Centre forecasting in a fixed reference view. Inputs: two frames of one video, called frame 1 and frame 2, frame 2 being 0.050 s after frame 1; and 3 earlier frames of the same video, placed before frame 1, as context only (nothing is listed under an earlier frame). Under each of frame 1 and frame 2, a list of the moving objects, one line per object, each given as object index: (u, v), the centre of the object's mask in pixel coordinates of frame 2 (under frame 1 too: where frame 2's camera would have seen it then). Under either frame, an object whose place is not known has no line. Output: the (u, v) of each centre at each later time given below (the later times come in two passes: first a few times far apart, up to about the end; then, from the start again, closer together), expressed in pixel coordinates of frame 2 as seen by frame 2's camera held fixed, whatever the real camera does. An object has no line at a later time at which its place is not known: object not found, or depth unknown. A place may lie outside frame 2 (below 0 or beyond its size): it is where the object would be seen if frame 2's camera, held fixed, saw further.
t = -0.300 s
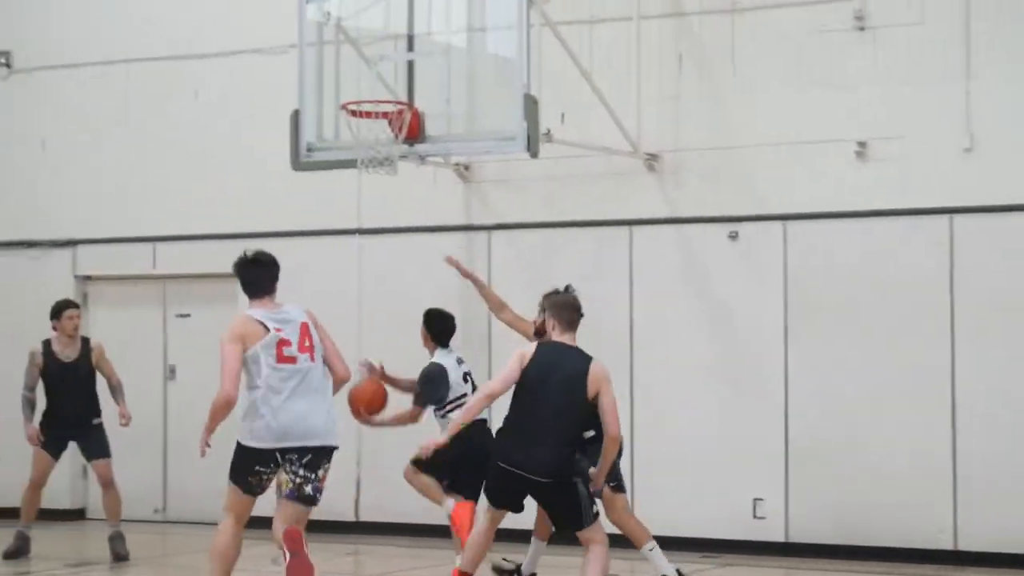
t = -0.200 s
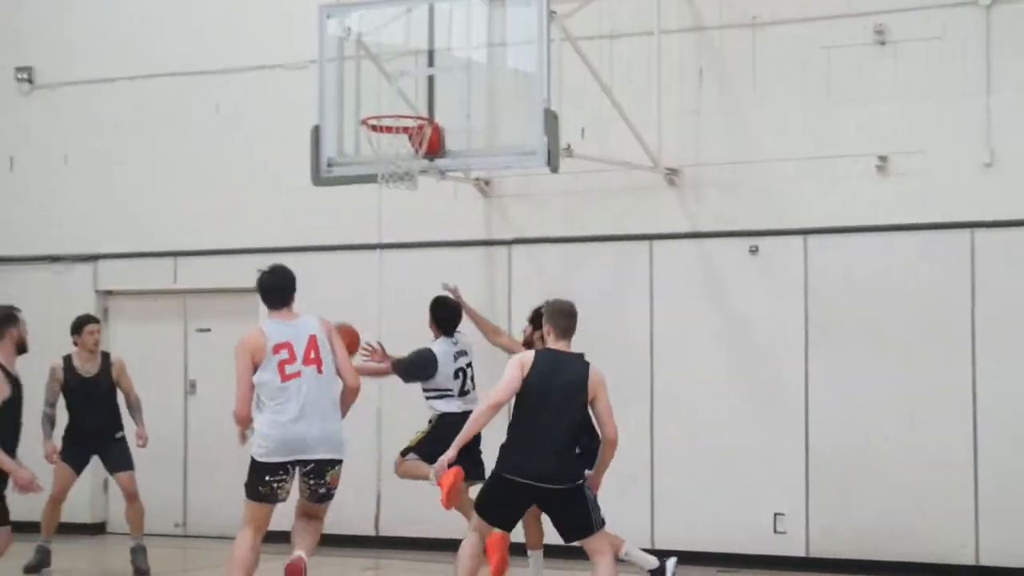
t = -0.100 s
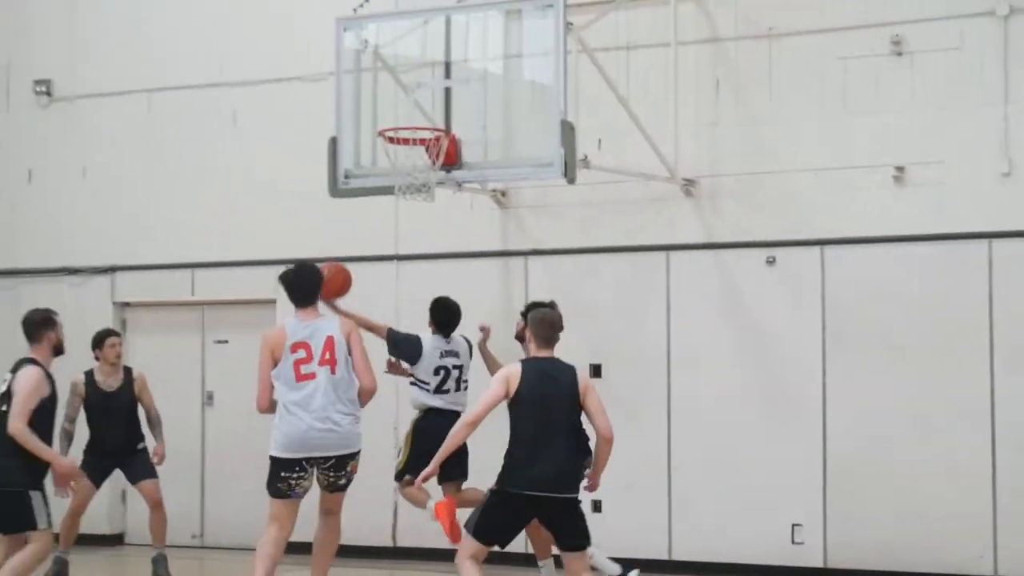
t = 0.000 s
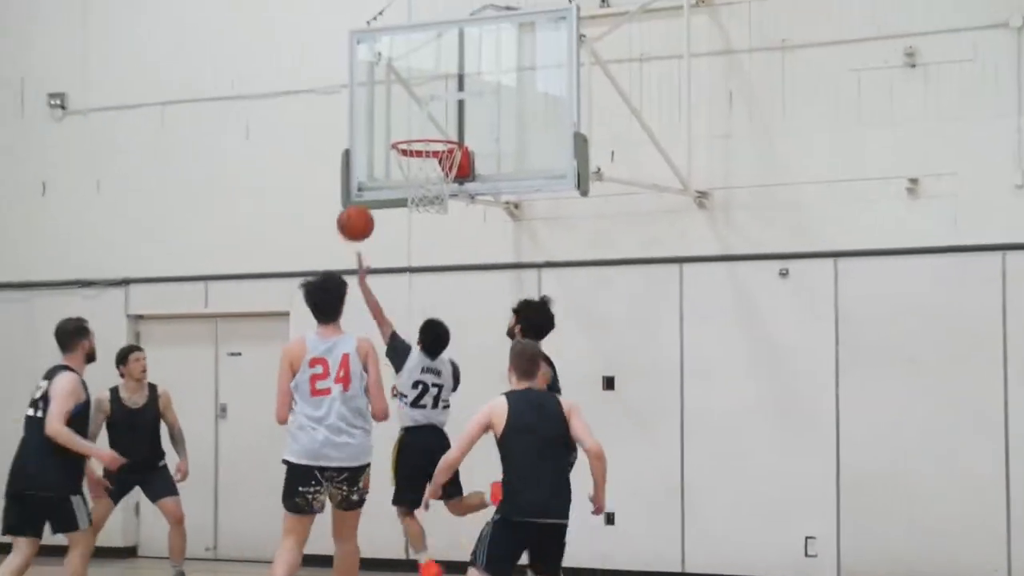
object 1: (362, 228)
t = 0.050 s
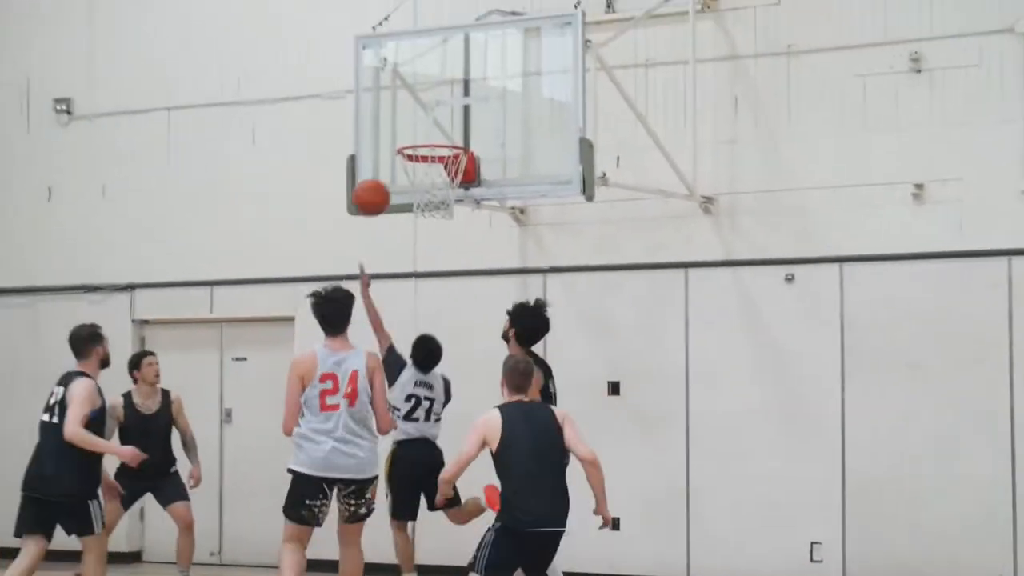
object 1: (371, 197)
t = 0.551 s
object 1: (437, 109)
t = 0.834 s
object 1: (447, 138)
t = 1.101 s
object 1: (423, 147)
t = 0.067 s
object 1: (375, 188)
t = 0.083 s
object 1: (378, 179)
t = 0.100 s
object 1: (381, 171)
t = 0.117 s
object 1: (385, 163)
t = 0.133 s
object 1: (388, 156)
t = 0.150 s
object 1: (391, 149)
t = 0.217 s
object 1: (405, 126)
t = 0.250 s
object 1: (412, 117)
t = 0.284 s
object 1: (418, 110)
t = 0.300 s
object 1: (421, 107)
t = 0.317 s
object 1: (424, 104)
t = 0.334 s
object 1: (427, 102)
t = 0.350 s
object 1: (430, 100)
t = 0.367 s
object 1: (433, 100)
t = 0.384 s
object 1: (437, 99)
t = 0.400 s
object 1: (439, 98)
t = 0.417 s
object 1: (442, 98)
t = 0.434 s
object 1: (445, 98)
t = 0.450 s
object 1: (448, 99)
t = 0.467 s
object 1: (451, 100)
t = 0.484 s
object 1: (451, 102)
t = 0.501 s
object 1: (447, 103)
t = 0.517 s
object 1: (444, 105)
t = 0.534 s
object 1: (441, 107)
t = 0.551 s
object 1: (437, 109)
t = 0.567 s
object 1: (434, 113)
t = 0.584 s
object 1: (431, 116)
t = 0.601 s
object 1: (428, 120)
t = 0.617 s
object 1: (424, 124)
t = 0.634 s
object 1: (421, 128)
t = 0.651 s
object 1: (417, 134)
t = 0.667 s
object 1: (415, 138)
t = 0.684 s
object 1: (416, 139)
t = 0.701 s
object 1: (421, 139)
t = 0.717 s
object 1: (425, 138)
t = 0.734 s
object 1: (430, 138)
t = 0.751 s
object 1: (435, 136)
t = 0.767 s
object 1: (440, 137)
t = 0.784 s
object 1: (445, 139)
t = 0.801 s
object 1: (449, 139)
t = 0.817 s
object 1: (449, 140)
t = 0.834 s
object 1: (447, 138)
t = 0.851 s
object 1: (445, 139)
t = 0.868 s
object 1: (443, 138)
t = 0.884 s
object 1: (440, 139)
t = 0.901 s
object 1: (438, 139)
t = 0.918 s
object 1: (436, 140)
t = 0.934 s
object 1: (433, 137)
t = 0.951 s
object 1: (432, 142)
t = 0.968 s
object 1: (430, 139)
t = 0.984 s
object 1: (429, 141)
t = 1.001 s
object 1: (429, 140)
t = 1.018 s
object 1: (428, 140)
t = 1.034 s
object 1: (427, 141)
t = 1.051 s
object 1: (426, 144)
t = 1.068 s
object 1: (426, 141)
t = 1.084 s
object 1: (425, 143)
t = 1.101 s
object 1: (423, 147)
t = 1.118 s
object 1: (423, 149)
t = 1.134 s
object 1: (422, 151)
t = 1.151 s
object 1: (423, 154)
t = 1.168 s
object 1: (425, 157)
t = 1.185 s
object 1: (426, 160)
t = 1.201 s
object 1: (429, 163)
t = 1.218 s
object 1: (432, 167)
